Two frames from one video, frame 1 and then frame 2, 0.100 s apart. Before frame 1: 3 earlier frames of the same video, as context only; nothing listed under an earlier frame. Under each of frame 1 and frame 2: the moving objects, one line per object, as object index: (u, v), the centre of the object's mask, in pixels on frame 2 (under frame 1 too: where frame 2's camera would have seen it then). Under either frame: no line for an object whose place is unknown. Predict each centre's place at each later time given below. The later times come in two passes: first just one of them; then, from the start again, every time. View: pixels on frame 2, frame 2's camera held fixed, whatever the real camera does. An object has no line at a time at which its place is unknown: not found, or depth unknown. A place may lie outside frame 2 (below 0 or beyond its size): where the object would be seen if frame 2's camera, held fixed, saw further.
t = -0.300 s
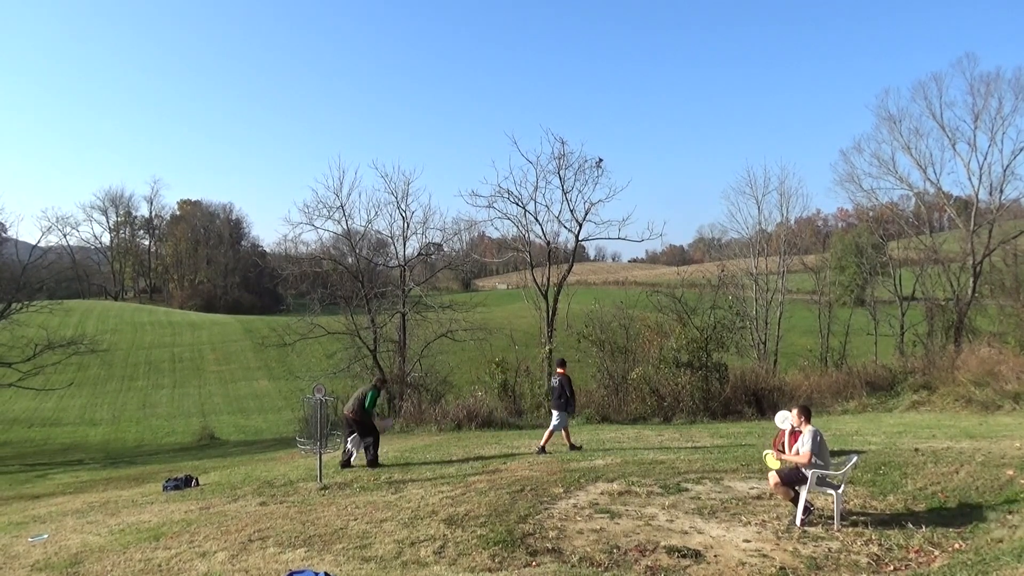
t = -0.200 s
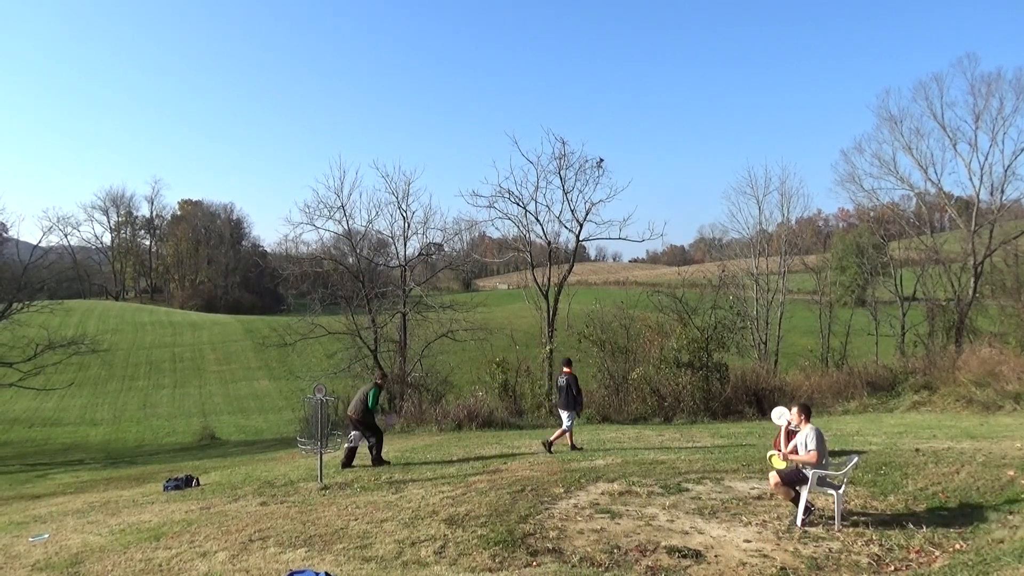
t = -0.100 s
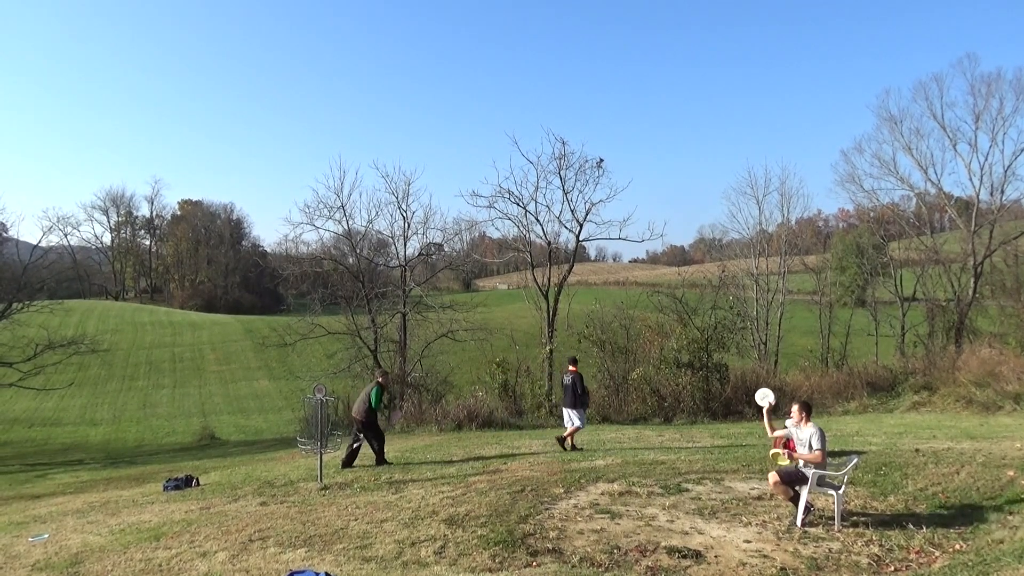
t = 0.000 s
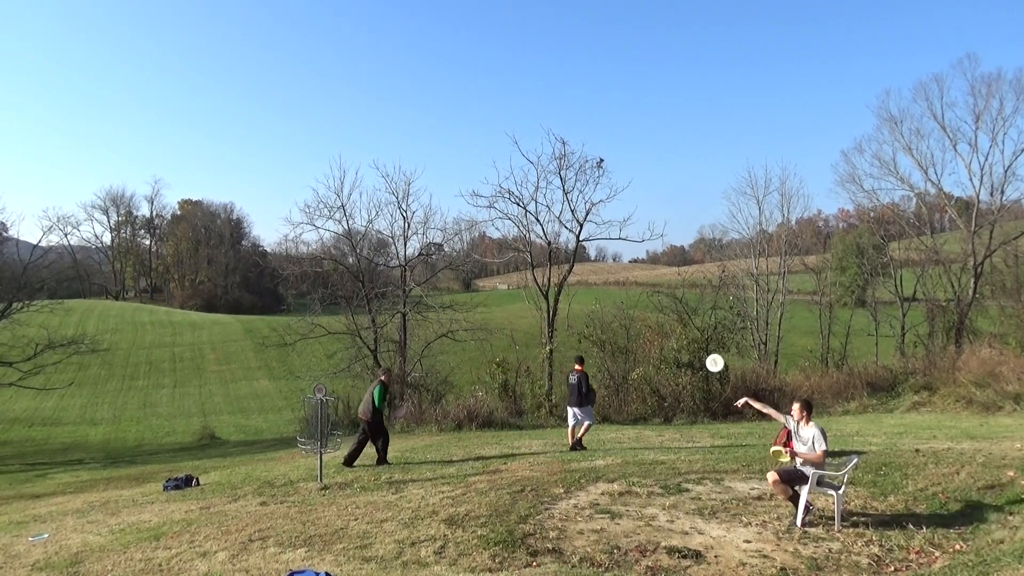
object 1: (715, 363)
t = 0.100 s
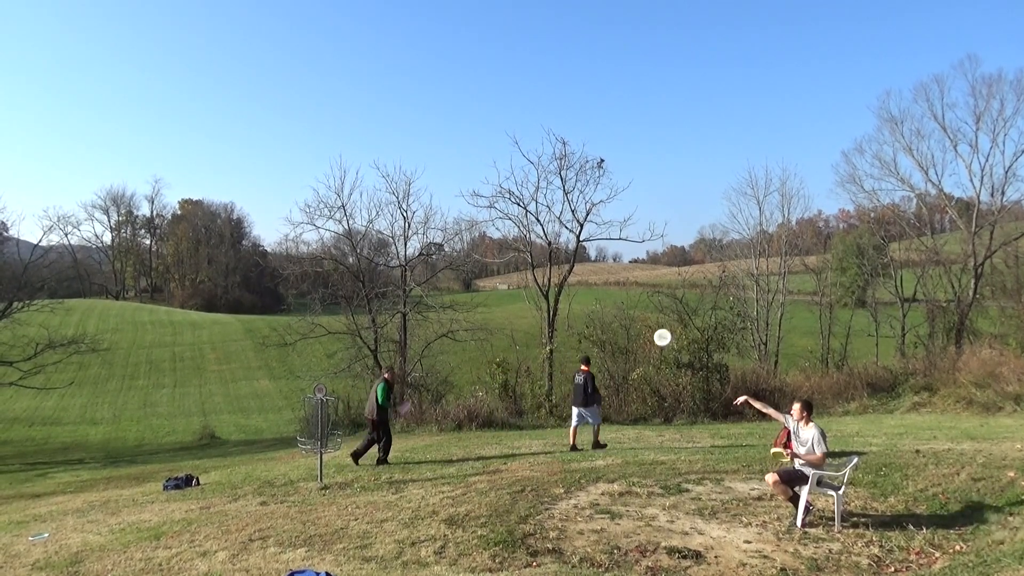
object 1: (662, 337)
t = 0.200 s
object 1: (613, 321)
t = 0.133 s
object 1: (646, 331)
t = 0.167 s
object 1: (629, 325)
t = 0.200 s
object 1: (613, 321)
